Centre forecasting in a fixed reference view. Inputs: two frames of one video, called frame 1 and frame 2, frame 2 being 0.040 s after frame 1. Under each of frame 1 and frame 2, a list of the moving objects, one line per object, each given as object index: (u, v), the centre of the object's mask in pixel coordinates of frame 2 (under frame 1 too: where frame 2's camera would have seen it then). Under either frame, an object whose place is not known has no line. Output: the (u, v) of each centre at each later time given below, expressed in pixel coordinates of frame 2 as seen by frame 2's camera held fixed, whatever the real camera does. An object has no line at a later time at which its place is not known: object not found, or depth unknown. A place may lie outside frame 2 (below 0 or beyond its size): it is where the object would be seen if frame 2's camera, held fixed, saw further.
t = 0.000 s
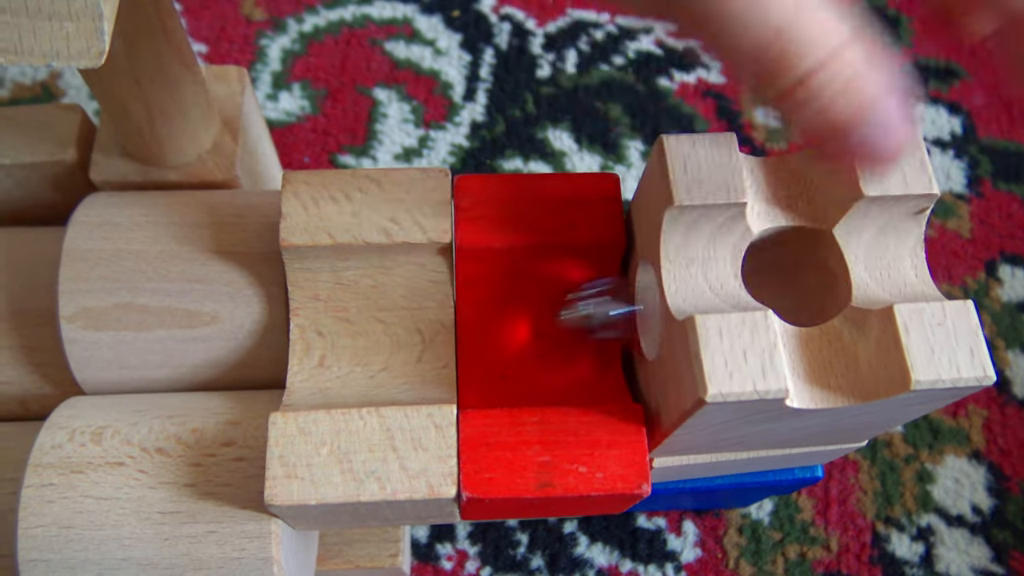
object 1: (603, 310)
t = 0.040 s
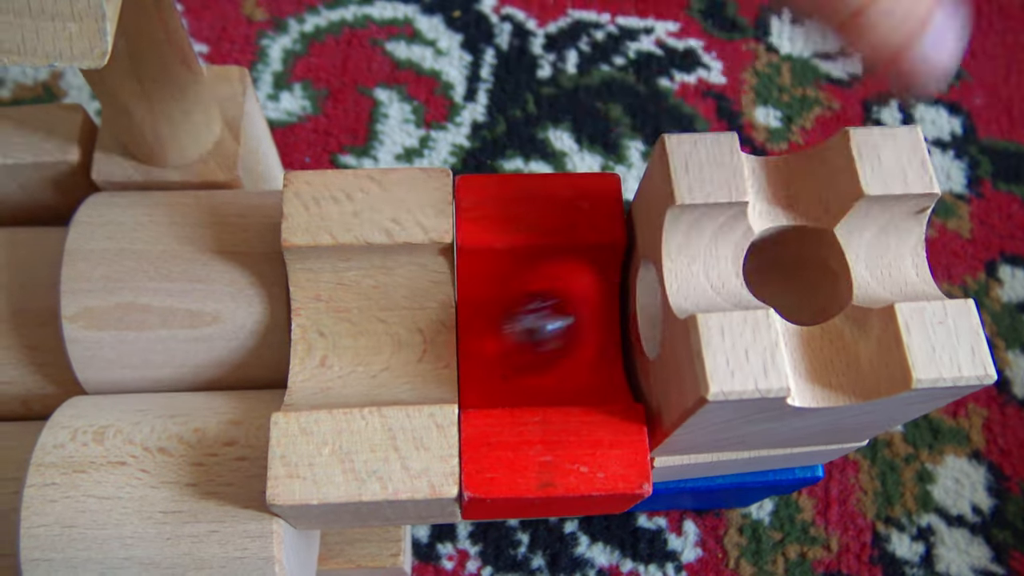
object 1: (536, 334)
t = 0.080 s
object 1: (483, 345)
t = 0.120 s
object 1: (426, 348)
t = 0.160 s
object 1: (370, 338)
